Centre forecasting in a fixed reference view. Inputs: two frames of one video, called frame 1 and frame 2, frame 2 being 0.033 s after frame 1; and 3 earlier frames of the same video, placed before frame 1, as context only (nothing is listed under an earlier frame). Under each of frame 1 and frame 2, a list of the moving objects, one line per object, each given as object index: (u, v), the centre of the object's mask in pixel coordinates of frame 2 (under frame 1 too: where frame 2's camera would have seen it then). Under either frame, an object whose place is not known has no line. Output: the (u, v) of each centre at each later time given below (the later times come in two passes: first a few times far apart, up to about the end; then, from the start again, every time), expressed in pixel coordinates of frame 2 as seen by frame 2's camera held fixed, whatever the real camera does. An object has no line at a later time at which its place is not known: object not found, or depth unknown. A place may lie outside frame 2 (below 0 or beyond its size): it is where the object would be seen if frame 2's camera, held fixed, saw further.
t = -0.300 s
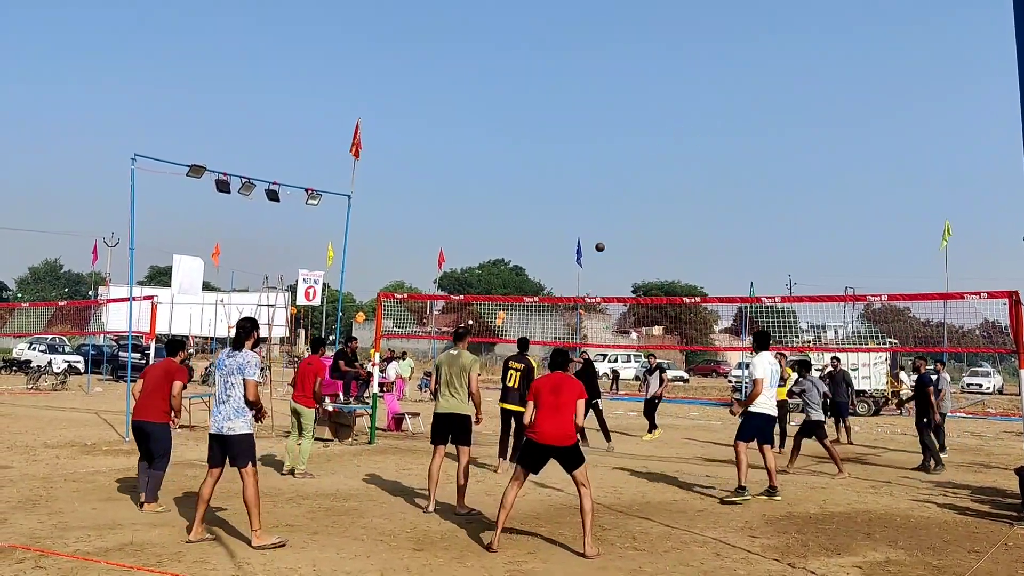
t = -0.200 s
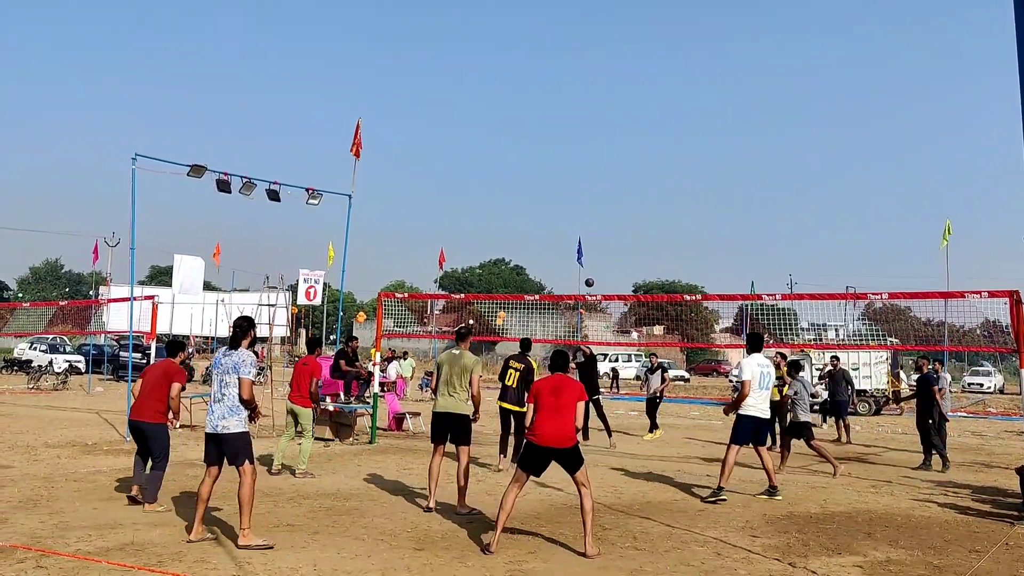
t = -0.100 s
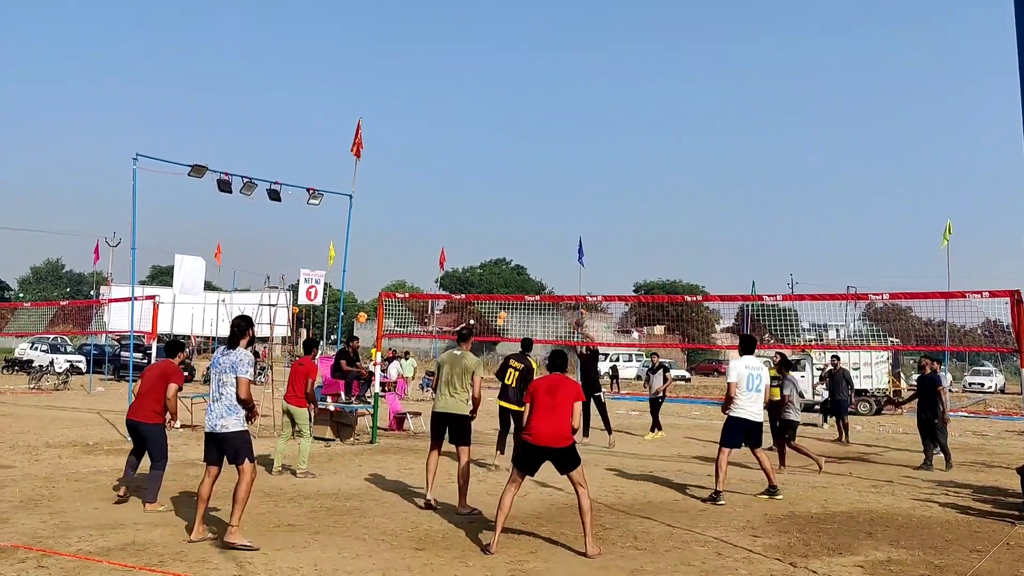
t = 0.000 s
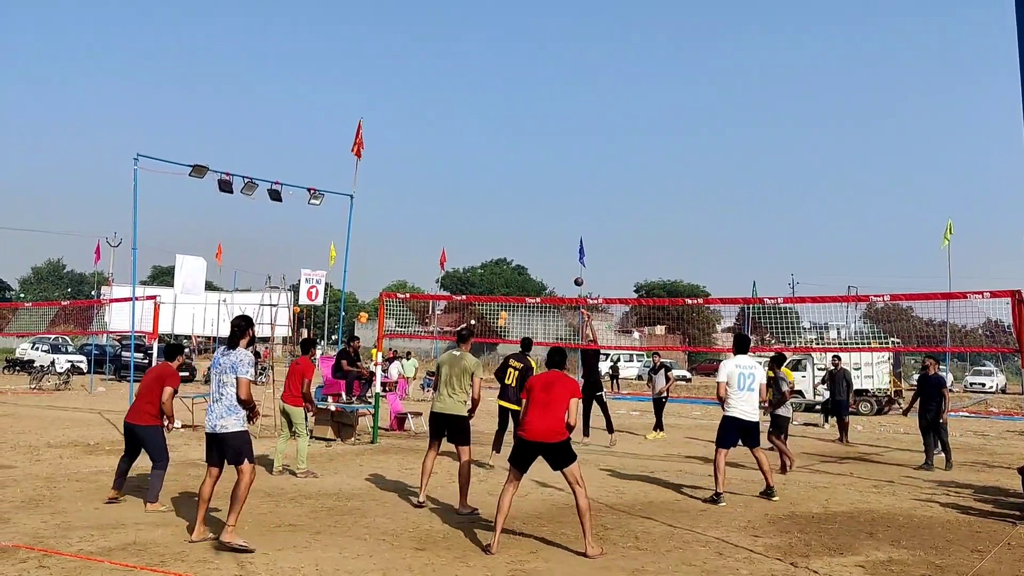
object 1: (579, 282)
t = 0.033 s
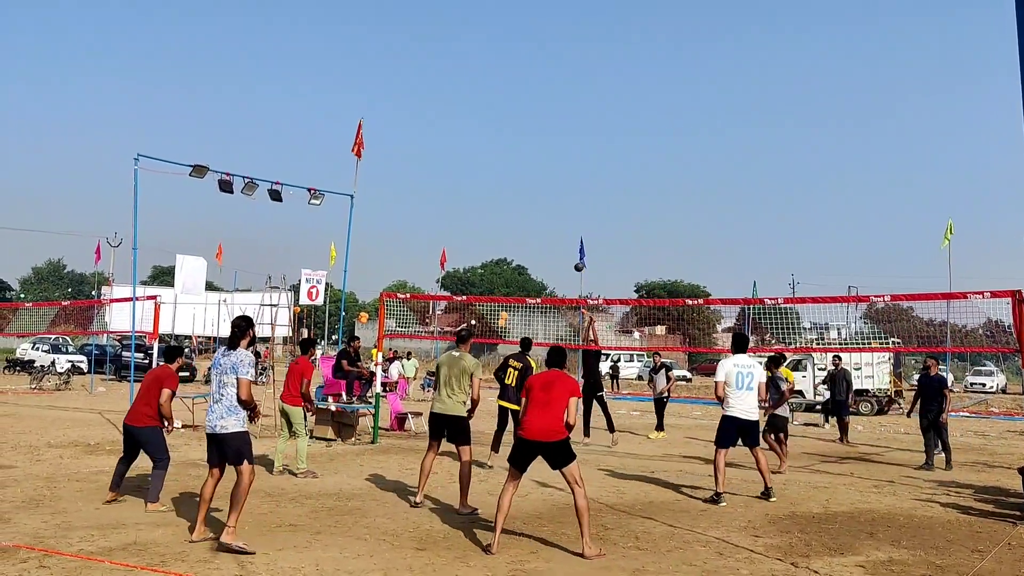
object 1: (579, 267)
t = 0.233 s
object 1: (576, 187)
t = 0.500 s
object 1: (571, 107)
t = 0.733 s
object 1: (565, 65)
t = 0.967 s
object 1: (557, 54)
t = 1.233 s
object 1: (546, 87)
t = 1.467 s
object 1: (533, 166)
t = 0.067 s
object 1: (579, 253)
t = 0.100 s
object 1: (578, 238)
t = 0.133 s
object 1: (578, 225)
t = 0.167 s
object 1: (577, 212)
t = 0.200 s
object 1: (576, 199)
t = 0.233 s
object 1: (576, 187)
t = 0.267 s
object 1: (576, 176)
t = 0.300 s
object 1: (575, 164)
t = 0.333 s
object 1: (575, 153)
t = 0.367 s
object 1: (574, 143)
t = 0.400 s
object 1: (573, 133)
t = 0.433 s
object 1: (573, 124)
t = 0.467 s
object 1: (572, 115)
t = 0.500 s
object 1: (571, 107)
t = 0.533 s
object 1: (571, 99)
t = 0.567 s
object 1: (570, 92)
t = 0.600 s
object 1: (569, 85)
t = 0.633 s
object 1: (568, 79)
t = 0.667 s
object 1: (567, 74)
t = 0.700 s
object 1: (566, 69)
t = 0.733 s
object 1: (565, 65)
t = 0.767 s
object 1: (564, 61)
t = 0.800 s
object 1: (563, 58)
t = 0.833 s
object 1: (562, 56)
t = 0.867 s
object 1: (561, 54)
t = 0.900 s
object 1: (559, 53)
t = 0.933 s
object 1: (558, 53)
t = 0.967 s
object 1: (557, 54)
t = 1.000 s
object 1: (556, 55)
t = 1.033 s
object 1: (555, 57)
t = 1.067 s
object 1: (553, 60)
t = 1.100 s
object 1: (551, 63)
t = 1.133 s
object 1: (550, 68)
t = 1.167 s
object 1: (548, 74)
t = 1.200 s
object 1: (547, 80)
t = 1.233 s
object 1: (546, 87)
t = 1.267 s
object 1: (544, 95)
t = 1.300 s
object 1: (542, 104)
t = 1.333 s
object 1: (540, 115)
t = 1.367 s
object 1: (538, 126)
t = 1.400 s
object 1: (537, 139)
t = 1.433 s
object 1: (535, 152)
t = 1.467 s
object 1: (533, 166)
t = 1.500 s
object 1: (531, 182)
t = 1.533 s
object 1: (529, 198)
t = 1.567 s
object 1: (527, 217)
